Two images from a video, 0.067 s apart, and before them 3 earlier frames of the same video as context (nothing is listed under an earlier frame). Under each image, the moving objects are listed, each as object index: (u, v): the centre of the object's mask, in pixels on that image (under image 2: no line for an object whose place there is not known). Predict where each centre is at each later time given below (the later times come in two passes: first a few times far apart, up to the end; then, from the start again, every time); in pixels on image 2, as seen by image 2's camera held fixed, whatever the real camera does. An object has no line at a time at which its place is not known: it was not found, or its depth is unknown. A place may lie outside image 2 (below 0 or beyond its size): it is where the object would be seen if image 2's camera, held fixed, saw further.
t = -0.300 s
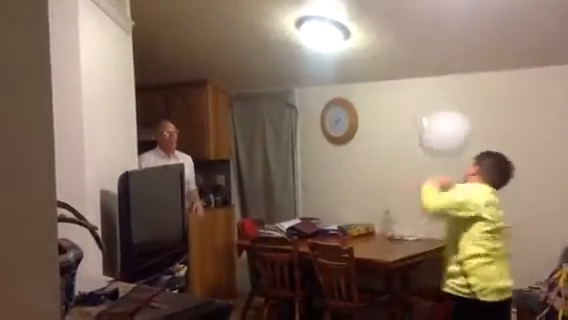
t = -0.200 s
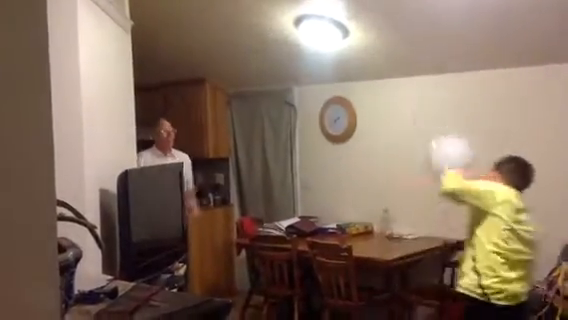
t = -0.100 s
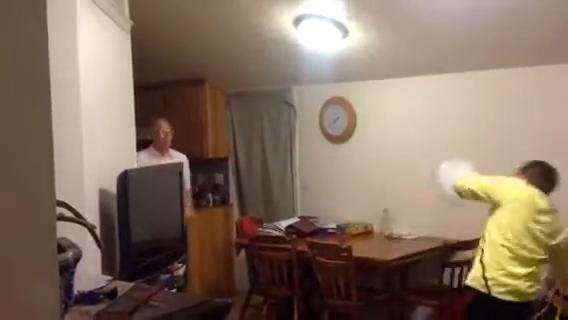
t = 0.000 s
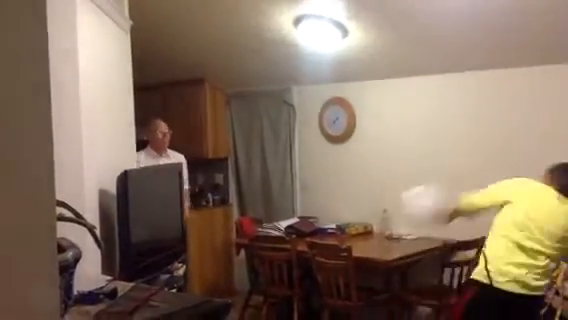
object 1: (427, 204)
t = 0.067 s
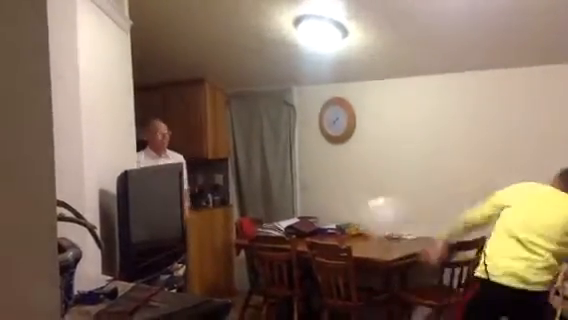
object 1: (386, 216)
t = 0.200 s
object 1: (335, 215)
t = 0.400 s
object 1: (301, 203)
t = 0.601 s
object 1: (285, 204)
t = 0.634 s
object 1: (283, 205)
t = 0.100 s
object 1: (366, 219)
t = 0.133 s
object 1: (356, 218)
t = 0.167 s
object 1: (345, 217)
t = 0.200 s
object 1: (335, 215)
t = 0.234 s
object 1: (328, 213)
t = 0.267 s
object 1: (321, 210)
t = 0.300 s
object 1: (315, 208)
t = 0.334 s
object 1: (309, 207)
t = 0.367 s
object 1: (305, 205)
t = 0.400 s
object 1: (301, 203)
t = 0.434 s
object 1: (298, 203)
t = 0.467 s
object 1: (294, 202)
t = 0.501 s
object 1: (291, 202)
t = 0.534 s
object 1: (289, 202)
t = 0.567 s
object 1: (286, 203)
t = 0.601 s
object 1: (285, 204)
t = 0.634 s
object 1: (283, 205)
